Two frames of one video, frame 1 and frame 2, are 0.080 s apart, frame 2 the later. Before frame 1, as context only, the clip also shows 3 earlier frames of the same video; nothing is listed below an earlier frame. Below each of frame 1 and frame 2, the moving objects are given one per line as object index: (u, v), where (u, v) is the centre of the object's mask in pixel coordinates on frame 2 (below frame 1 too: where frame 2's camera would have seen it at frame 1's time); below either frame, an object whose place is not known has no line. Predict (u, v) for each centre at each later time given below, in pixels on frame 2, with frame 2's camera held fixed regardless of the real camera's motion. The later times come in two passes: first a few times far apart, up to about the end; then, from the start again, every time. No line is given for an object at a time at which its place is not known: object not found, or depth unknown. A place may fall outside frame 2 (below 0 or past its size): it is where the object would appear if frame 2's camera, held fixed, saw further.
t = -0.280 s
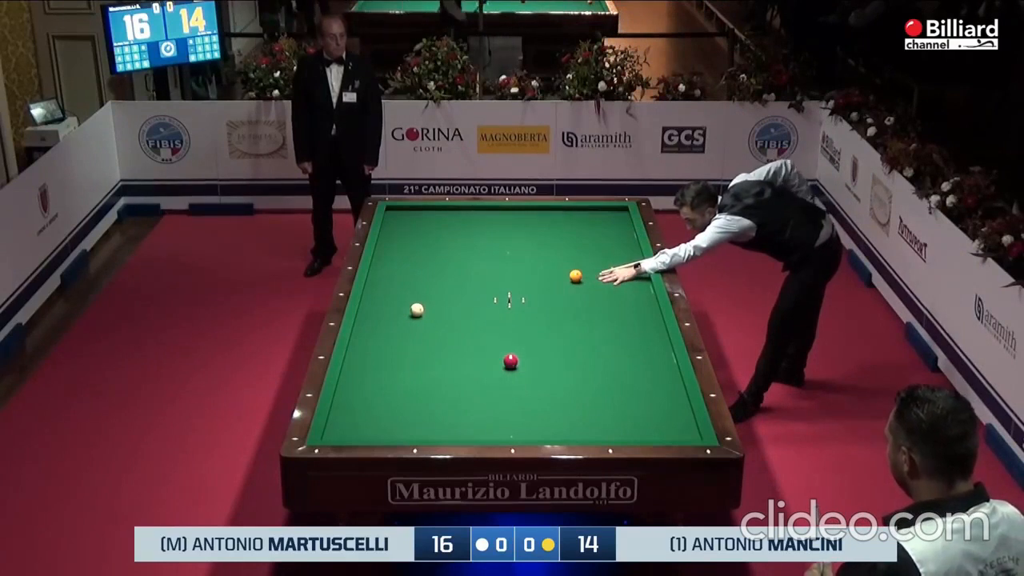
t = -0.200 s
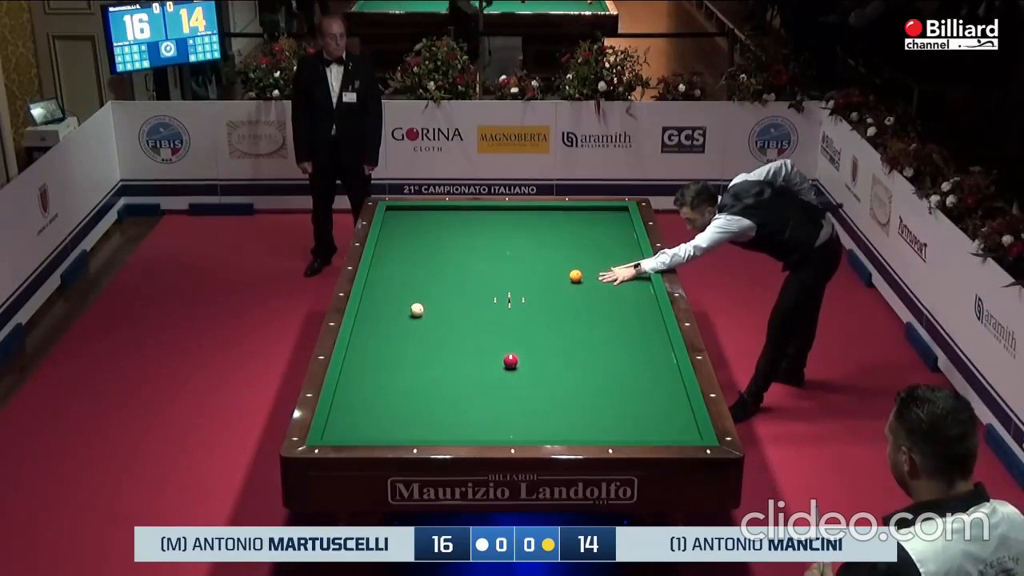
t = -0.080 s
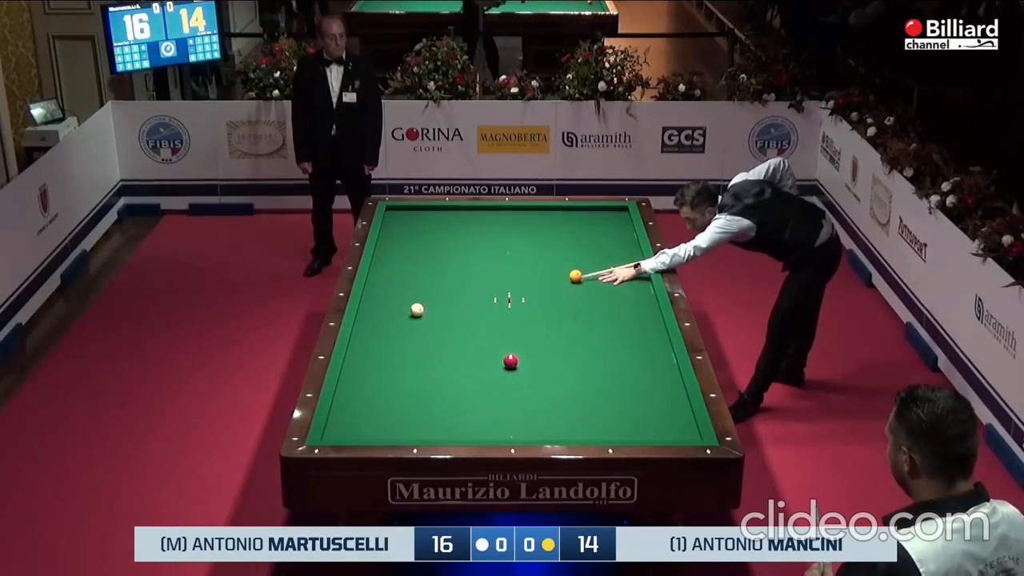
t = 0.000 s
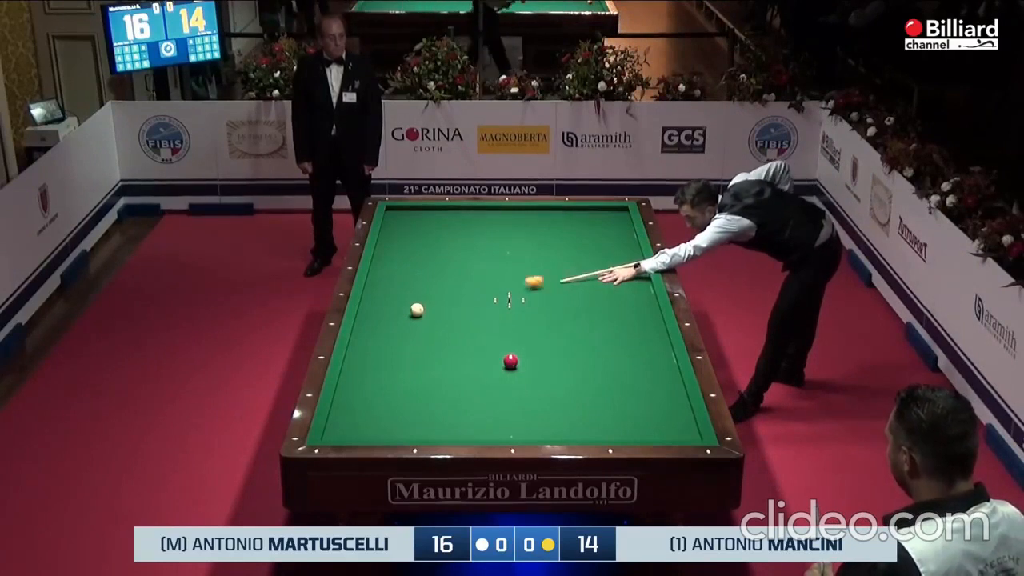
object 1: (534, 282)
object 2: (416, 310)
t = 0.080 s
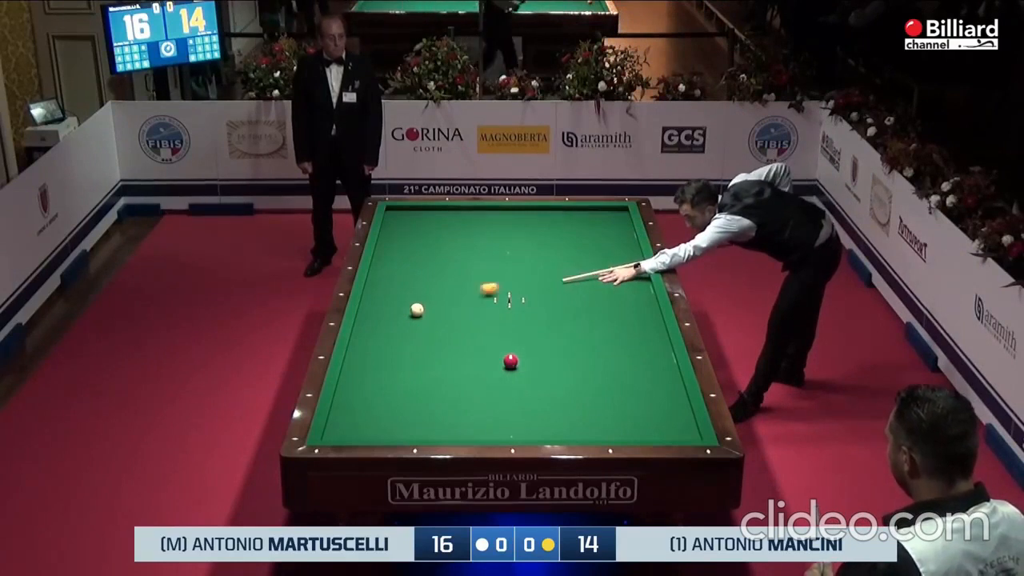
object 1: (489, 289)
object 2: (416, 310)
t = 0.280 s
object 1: (380, 306)
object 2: (416, 310)
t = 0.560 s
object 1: (409, 317)
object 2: (462, 307)
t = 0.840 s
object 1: (419, 325)
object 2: (532, 302)
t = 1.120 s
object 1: (430, 333)
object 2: (596, 298)
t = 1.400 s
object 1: (441, 341)
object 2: (644, 294)
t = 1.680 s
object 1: (451, 348)
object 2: (603, 293)
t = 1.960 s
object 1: (462, 356)
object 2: (568, 292)
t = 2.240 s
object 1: (472, 364)
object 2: (535, 290)
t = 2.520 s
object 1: (482, 371)
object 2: (502, 289)
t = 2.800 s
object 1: (492, 379)
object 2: (470, 288)
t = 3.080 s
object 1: (501, 386)
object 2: (439, 287)
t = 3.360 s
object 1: (511, 393)
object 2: (409, 286)
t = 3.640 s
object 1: (520, 399)
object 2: (380, 286)
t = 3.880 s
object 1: (528, 405)
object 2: (379, 285)
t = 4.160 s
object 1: (537, 412)
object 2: (396, 285)
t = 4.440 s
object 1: (545, 418)
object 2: (411, 284)
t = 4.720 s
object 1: (553, 423)
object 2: (426, 284)
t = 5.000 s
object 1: (560, 429)
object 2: (440, 284)
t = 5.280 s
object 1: (567, 432)
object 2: (453, 284)
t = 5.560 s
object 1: (573, 436)
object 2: (465, 284)
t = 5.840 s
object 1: (576, 434)
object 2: (477, 284)
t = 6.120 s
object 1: (578, 432)
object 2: (488, 284)
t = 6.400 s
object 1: (580, 431)
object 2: (499, 284)
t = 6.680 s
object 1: (581, 430)
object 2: (508, 284)
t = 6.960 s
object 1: (582, 429)
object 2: (518, 284)
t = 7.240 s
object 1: (583, 429)
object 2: (526, 284)
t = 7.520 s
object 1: (583, 428)
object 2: (534, 284)
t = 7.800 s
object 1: (583, 428)
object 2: (541, 284)
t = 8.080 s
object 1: (583, 428)
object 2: (547, 284)
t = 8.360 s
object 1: (582, 428)
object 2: (553, 284)
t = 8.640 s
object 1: (583, 427)
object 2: (558, 284)
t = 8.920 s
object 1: (582, 427)
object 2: (562, 284)
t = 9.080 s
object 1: (583, 427)
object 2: (564, 284)
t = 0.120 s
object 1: (467, 292)
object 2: (416, 310)
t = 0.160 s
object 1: (445, 296)
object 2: (416, 310)
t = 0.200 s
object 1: (425, 299)
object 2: (416, 310)
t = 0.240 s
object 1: (402, 302)
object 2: (416, 310)
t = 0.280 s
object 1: (380, 306)
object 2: (416, 310)
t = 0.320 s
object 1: (365, 309)
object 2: (416, 310)
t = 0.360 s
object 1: (380, 310)
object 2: (416, 310)
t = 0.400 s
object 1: (396, 311)
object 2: (416, 310)
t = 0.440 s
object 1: (404, 313)
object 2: (424, 309)
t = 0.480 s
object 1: (406, 314)
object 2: (437, 308)
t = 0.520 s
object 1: (407, 316)
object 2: (450, 308)
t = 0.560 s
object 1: (409, 317)
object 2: (462, 307)
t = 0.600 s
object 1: (410, 319)
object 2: (474, 306)
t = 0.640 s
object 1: (412, 319)
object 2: (484, 305)
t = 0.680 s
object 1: (413, 321)
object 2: (495, 304)
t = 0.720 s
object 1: (415, 322)
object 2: (504, 304)
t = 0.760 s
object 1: (416, 323)
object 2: (514, 303)
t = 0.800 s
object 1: (418, 324)
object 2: (523, 303)
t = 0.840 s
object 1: (419, 325)
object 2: (532, 302)
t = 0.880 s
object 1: (421, 326)
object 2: (542, 301)
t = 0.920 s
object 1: (423, 327)
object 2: (551, 301)
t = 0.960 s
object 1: (424, 328)
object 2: (560, 300)
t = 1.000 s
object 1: (426, 330)
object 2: (569, 299)
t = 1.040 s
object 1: (427, 331)
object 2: (578, 299)
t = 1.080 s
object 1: (429, 332)
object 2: (587, 298)
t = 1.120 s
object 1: (430, 333)
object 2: (596, 298)
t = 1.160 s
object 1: (432, 334)
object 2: (605, 297)
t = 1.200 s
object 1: (433, 335)
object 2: (614, 297)
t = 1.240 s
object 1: (435, 336)
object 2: (623, 296)
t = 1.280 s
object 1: (436, 337)
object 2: (632, 295)
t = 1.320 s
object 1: (438, 339)
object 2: (640, 295)
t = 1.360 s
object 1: (439, 340)
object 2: (649, 294)
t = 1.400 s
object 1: (441, 341)
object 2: (644, 294)
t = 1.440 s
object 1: (443, 342)
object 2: (637, 294)
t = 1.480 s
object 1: (444, 343)
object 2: (630, 294)
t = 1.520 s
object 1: (445, 344)
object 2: (624, 293)
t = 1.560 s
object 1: (447, 345)
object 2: (618, 294)
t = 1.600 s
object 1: (448, 346)
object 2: (613, 293)
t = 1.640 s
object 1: (450, 348)
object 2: (608, 293)
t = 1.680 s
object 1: (451, 348)
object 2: (603, 293)
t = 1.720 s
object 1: (453, 350)
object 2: (598, 293)
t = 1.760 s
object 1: (455, 351)
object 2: (593, 292)
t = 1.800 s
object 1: (456, 352)
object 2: (588, 292)
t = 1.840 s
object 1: (457, 353)
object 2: (583, 292)
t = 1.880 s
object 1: (459, 354)
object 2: (578, 292)
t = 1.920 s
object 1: (460, 355)
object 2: (573, 292)
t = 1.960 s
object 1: (462, 356)
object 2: (568, 292)
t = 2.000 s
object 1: (463, 358)
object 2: (564, 291)
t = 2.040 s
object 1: (465, 359)
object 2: (559, 291)
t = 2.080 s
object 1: (466, 360)
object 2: (554, 291)
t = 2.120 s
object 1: (468, 361)
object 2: (549, 291)
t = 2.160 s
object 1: (469, 362)
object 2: (544, 291)
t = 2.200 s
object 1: (471, 363)
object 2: (539, 291)
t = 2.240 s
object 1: (472, 364)
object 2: (535, 290)
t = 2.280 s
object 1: (474, 365)
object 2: (530, 290)
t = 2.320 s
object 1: (475, 366)
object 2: (525, 290)
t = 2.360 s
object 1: (476, 367)
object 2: (521, 290)
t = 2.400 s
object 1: (478, 368)
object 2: (516, 290)
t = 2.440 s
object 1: (479, 369)
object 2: (511, 290)
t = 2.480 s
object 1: (481, 370)
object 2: (506, 289)
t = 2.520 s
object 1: (482, 371)
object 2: (502, 289)
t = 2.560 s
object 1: (484, 372)
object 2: (497, 289)
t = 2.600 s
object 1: (485, 373)
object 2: (493, 289)
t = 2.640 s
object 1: (486, 375)
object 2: (488, 289)
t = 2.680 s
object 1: (487, 376)
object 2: (484, 289)
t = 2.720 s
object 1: (489, 376)
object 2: (479, 289)
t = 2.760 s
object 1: (490, 377)
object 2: (475, 288)
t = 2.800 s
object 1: (492, 379)
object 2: (470, 288)
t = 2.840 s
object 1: (493, 380)
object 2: (465, 288)
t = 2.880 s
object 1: (495, 381)
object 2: (461, 288)
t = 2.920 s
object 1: (496, 382)
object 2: (457, 288)
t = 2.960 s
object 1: (497, 382)
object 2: (452, 288)
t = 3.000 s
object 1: (499, 384)
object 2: (448, 288)
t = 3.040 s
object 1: (500, 385)
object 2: (443, 287)
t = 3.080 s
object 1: (501, 386)
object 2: (439, 287)
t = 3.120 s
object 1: (503, 387)
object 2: (434, 287)
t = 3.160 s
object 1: (504, 388)
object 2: (430, 287)
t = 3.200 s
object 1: (506, 389)
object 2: (426, 287)
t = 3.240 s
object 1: (507, 390)
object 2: (422, 287)
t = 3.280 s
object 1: (508, 391)
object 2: (417, 287)
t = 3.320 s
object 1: (510, 392)
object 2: (413, 287)
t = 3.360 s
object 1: (511, 393)
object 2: (409, 286)
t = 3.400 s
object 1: (512, 394)
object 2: (405, 286)
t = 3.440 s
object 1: (514, 395)
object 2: (400, 286)
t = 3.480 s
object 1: (515, 395)
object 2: (396, 286)
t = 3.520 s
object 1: (516, 397)
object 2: (392, 286)
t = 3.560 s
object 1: (518, 398)
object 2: (388, 286)
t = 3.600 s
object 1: (519, 399)
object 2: (384, 285)
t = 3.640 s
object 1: (520, 399)
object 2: (380, 286)
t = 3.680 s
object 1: (522, 400)
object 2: (376, 285)
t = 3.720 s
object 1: (523, 401)
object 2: (371, 285)
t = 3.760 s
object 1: (524, 403)
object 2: (371, 285)
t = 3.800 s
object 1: (525, 403)
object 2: (374, 285)
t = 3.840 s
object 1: (527, 404)
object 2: (377, 285)
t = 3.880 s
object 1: (528, 405)
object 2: (379, 285)
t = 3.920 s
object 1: (529, 406)
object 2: (382, 285)
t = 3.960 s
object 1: (530, 407)
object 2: (384, 285)
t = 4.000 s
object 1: (532, 408)
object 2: (386, 285)
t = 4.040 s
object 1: (533, 409)
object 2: (389, 285)
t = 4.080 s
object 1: (534, 409)
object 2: (391, 285)
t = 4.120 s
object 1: (535, 411)
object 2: (393, 285)
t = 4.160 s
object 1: (537, 412)
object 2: (396, 285)
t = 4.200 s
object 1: (538, 413)
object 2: (398, 285)
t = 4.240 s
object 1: (539, 413)
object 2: (400, 285)
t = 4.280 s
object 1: (540, 414)
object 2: (402, 285)
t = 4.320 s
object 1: (541, 415)
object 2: (404, 285)
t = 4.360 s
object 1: (543, 416)
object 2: (406, 284)
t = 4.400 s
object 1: (544, 417)
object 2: (409, 284)
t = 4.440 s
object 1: (545, 418)
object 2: (411, 284)
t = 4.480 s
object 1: (546, 418)
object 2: (413, 284)
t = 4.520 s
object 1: (547, 419)
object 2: (415, 284)
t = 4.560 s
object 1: (548, 420)
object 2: (417, 284)
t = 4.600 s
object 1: (549, 421)
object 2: (419, 284)
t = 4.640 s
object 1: (550, 422)
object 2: (421, 284)
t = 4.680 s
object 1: (551, 423)
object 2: (424, 284)
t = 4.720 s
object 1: (553, 423)
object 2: (426, 284)
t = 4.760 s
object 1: (554, 425)
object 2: (428, 284)
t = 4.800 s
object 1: (555, 425)
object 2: (430, 284)
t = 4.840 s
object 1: (556, 426)
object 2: (431, 284)
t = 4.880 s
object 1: (557, 427)
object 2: (434, 284)
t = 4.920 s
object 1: (558, 427)
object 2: (435, 284)
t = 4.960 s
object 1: (559, 428)
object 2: (438, 284)
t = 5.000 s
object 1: (560, 429)
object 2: (440, 284)
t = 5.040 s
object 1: (561, 430)
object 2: (441, 284)
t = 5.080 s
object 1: (562, 430)
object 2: (443, 284)
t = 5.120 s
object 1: (563, 430)
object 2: (445, 284)
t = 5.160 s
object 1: (564, 431)
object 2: (447, 284)
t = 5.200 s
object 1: (565, 431)
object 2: (449, 284)
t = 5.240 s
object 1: (566, 432)
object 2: (451, 284)
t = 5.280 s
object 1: (567, 432)
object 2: (453, 284)
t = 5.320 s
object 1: (567, 433)
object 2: (454, 284)
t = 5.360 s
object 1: (568, 433)
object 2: (456, 284)
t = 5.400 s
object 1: (570, 434)
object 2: (458, 284)
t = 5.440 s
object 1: (571, 435)
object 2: (460, 284)
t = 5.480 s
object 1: (571, 435)
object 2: (462, 284)
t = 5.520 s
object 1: (572, 436)
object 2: (464, 284)
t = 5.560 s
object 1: (573, 436)
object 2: (465, 284)
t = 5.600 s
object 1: (574, 435)
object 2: (467, 284)
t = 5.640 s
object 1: (574, 435)
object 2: (469, 284)
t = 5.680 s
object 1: (574, 435)
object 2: (470, 284)
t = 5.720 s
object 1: (574, 435)
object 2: (472, 284)
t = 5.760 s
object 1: (575, 434)
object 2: (474, 284)
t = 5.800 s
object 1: (575, 434)
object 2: (475, 284)
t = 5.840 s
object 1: (576, 434)
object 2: (477, 284)
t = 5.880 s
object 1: (576, 434)
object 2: (479, 284)
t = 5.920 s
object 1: (576, 433)
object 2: (480, 284)
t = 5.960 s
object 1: (577, 433)
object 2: (482, 284)
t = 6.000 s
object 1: (577, 433)
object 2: (483, 284)
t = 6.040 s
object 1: (578, 432)
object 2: (485, 284)
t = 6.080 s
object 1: (578, 432)
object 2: (486, 284)
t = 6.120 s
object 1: (578, 432)
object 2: (488, 284)
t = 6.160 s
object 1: (579, 432)
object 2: (490, 284)
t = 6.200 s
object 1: (579, 432)
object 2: (491, 284)
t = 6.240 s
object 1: (579, 432)
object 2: (493, 283)
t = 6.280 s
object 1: (579, 432)
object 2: (494, 284)
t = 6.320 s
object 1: (580, 431)
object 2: (496, 283)
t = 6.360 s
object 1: (580, 431)
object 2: (497, 283)
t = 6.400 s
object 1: (580, 431)
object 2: (499, 284)
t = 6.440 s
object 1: (580, 431)
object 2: (500, 284)
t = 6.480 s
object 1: (581, 431)
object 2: (502, 284)
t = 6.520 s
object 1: (581, 431)
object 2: (503, 284)
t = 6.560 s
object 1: (581, 431)
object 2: (504, 284)
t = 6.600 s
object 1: (581, 431)
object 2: (506, 284)
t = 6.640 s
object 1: (581, 431)
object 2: (507, 284)
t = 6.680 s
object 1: (581, 430)
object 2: (508, 284)
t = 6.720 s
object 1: (582, 430)
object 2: (510, 284)
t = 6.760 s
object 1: (582, 430)
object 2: (511, 284)
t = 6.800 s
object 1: (582, 430)
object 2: (512, 284)
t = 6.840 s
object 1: (582, 430)
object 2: (514, 284)
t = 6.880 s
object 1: (582, 430)
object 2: (515, 284)
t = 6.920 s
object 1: (582, 429)
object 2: (516, 284)
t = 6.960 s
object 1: (582, 429)
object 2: (518, 284)
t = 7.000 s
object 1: (582, 429)
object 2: (519, 284)
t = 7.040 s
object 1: (583, 429)
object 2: (520, 284)
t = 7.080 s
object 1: (583, 429)
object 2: (521, 284)
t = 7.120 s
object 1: (583, 429)
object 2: (522, 284)
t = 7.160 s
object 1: (583, 429)
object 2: (523, 284)
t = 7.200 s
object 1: (583, 429)
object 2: (525, 284)
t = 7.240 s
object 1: (583, 429)
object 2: (526, 284)
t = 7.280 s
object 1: (583, 429)
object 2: (527, 284)
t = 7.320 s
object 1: (583, 428)
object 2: (528, 284)
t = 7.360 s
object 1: (583, 428)
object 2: (529, 284)
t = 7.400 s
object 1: (583, 429)
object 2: (531, 284)
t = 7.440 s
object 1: (583, 429)
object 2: (532, 284)
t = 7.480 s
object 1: (583, 429)
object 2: (533, 284)
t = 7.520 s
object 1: (583, 428)
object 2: (534, 284)
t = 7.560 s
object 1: (583, 428)
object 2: (535, 284)
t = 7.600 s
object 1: (582, 428)
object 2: (536, 284)
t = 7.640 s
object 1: (583, 428)
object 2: (537, 284)
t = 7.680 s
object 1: (583, 428)
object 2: (538, 284)
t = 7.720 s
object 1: (583, 428)
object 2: (539, 284)
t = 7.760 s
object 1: (583, 428)
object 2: (540, 284)
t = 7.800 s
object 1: (583, 428)
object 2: (541, 284)
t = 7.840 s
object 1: (583, 428)
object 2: (542, 284)
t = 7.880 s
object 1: (583, 428)
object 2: (543, 284)
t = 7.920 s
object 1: (583, 428)
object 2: (544, 284)
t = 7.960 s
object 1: (583, 428)
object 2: (544, 284)
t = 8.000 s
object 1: (583, 428)
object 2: (545, 284)
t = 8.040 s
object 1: (583, 428)
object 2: (546, 284)
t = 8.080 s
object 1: (583, 428)
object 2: (547, 284)
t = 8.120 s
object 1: (582, 428)
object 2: (548, 284)
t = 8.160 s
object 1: (583, 428)
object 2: (549, 284)
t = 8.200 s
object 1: (583, 428)
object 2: (550, 284)
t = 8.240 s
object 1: (583, 428)
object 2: (550, 284)
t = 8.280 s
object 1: (583, 428)
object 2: (551, 284)
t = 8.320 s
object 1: (583, 428)
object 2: (552, 284)
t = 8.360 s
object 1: (582, 428)
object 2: (553, 284)
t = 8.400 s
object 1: (583, 428)
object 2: (554, 284)
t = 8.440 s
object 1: (583, 428)
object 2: (554, 284)
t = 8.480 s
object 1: (583, 428)
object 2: (555, 284)
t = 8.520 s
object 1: (583, 427)
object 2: (556, 284)
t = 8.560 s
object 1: (583, 427)
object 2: (557, 284)
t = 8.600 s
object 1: (583, 427)
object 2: (557, 284)
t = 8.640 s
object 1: (583, 427)
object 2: (558, 284)
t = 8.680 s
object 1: (583, 427)
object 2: (559, 284)
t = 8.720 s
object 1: (583, 427)
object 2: (559, 284)
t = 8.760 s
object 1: (583, 427)
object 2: (560, 284)
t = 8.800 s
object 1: (583, 427)
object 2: (560, 284)
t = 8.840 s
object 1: (583, 427)
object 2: (561, 284)
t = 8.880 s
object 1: (582, 427)
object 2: (562, 284)
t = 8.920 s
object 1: (582, 427)
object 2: (562, 284)
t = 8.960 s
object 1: (583, 427)
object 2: (563, 284)
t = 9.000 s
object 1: (582, 427)
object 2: (563, 284)
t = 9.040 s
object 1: (583, 427)
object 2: (564, 284)
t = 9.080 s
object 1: (583, 427)
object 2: (564, 284)
